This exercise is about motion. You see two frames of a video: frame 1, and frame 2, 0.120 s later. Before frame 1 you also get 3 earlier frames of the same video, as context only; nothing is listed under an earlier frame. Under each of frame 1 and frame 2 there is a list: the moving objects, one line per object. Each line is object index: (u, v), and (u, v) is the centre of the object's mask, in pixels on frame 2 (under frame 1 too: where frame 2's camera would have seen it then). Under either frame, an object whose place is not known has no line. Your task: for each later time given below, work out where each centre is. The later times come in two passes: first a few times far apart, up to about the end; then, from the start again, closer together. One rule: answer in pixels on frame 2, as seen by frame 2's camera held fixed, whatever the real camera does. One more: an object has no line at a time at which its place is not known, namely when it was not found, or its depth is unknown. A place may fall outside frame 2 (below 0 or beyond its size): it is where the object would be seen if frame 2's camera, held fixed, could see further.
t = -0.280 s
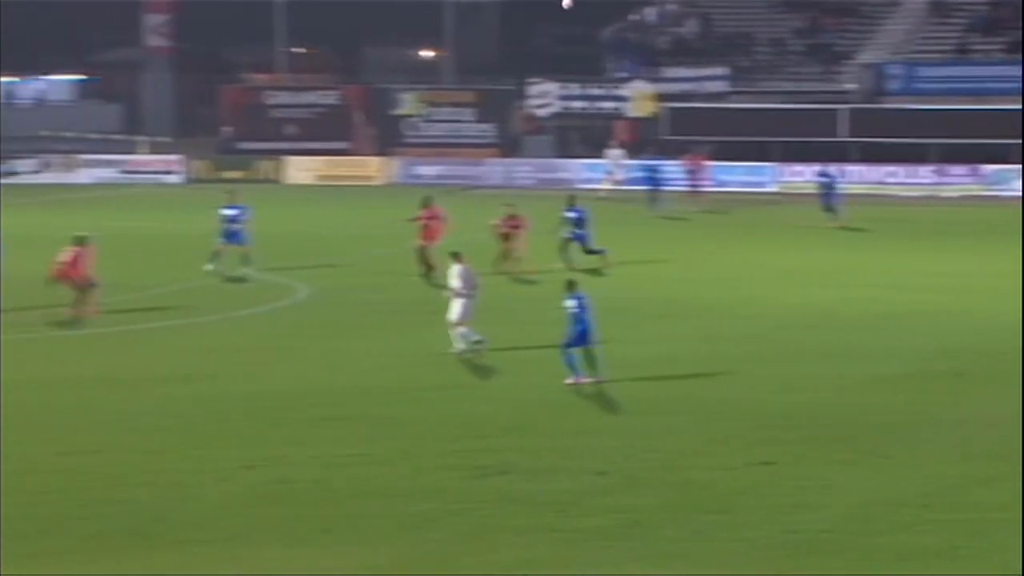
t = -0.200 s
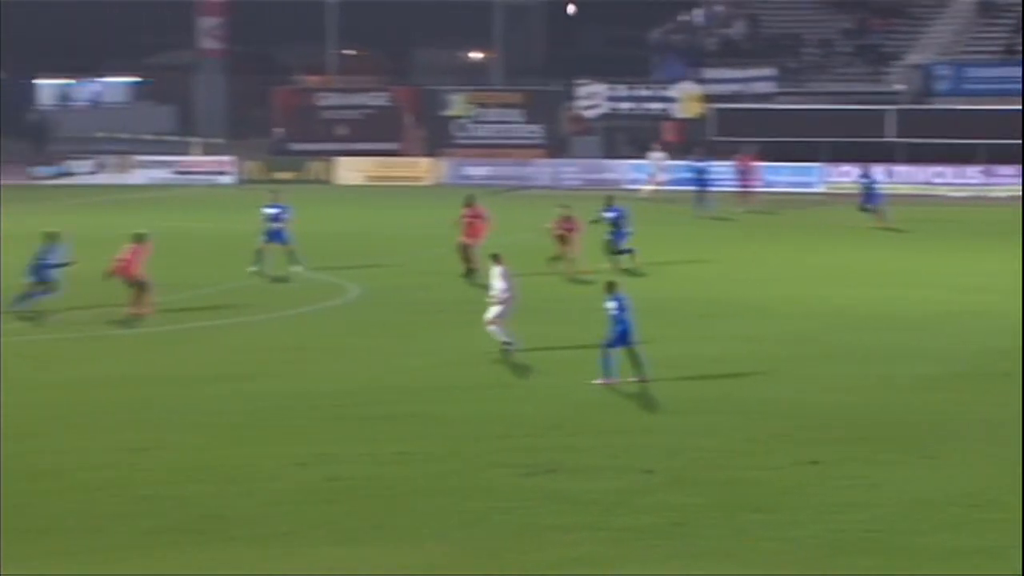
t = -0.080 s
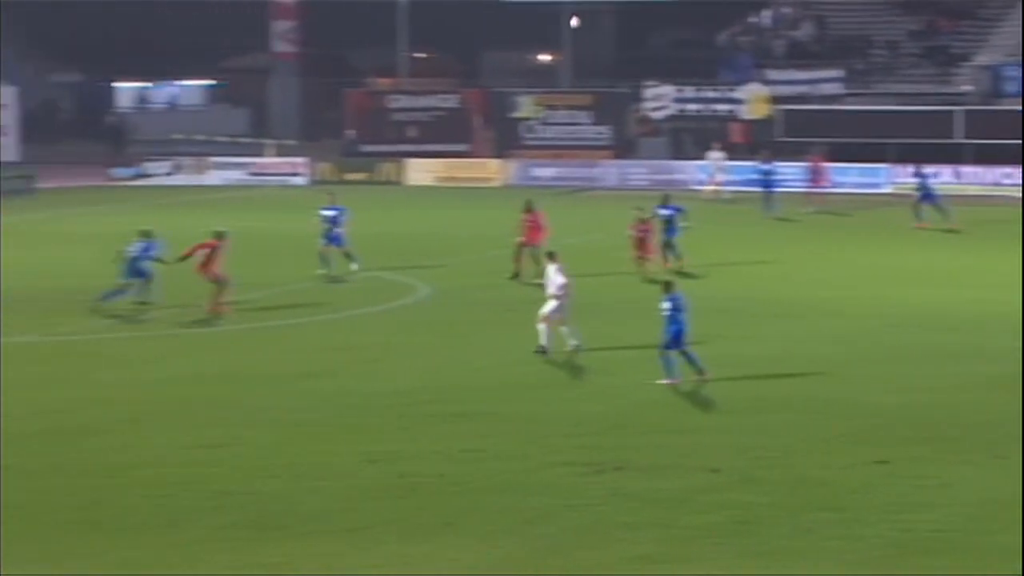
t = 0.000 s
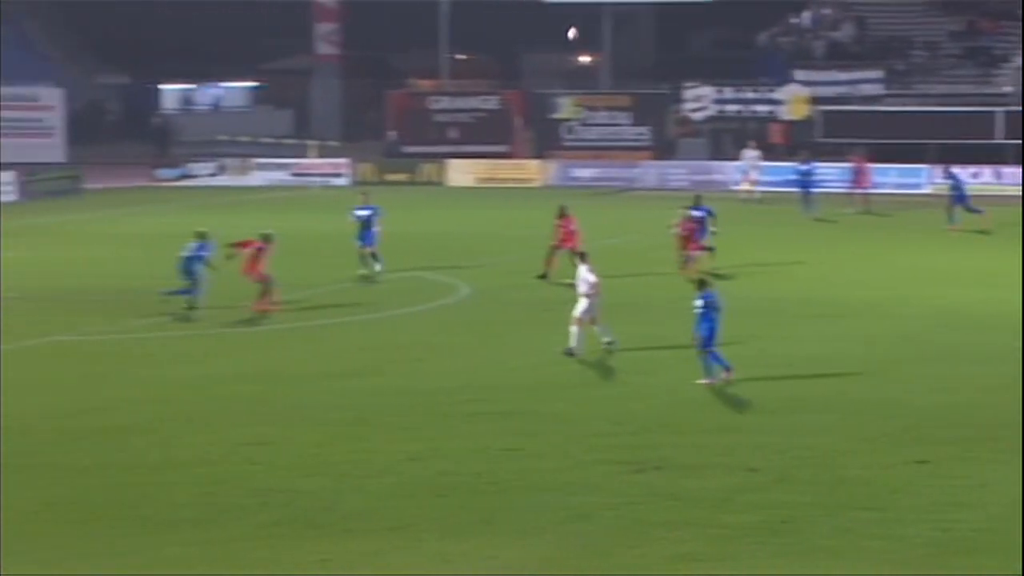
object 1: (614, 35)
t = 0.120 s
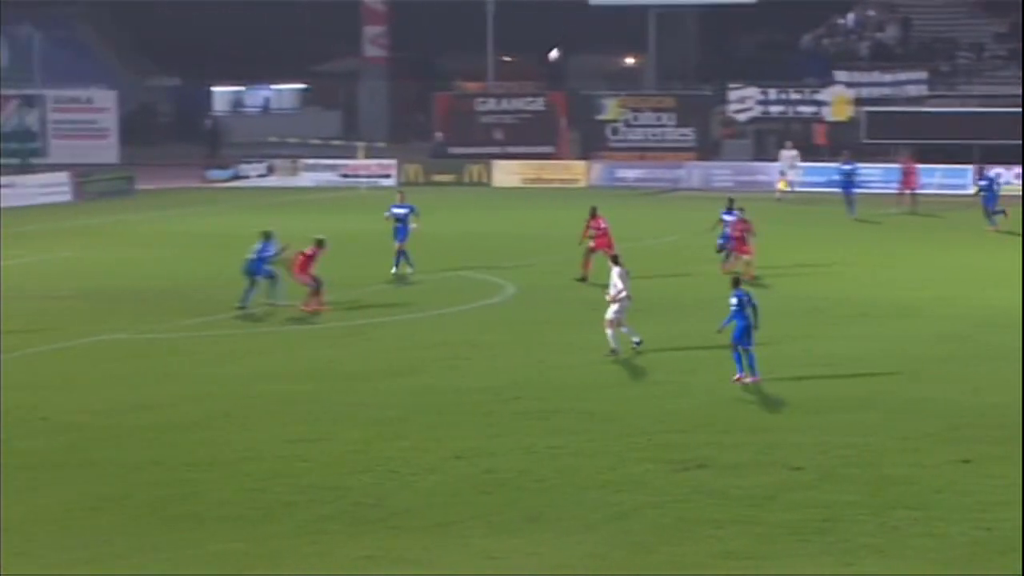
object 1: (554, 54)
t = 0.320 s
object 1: (453, 98)
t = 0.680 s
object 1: (266, 208)
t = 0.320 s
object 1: (453, 98)
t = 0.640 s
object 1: (288, 193)
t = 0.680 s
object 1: (266, 208)
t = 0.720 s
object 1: (245, 223)
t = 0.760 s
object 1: (224, 238)
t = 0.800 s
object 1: (203, 255)
